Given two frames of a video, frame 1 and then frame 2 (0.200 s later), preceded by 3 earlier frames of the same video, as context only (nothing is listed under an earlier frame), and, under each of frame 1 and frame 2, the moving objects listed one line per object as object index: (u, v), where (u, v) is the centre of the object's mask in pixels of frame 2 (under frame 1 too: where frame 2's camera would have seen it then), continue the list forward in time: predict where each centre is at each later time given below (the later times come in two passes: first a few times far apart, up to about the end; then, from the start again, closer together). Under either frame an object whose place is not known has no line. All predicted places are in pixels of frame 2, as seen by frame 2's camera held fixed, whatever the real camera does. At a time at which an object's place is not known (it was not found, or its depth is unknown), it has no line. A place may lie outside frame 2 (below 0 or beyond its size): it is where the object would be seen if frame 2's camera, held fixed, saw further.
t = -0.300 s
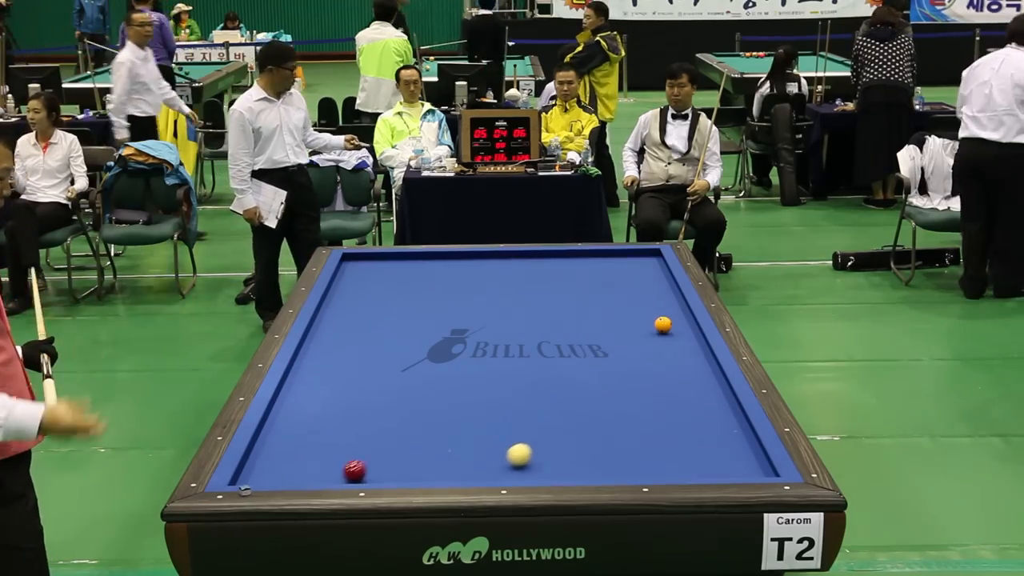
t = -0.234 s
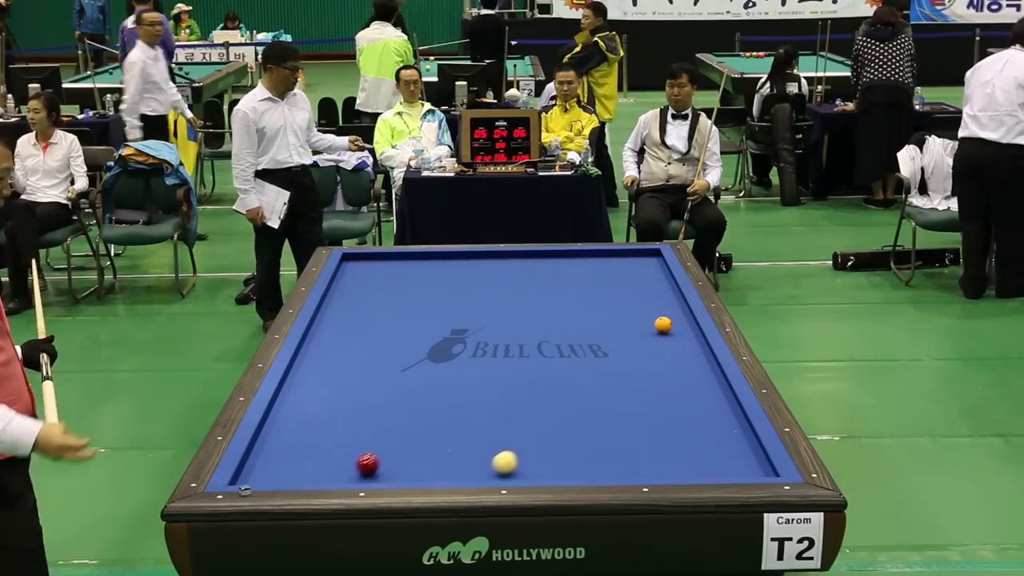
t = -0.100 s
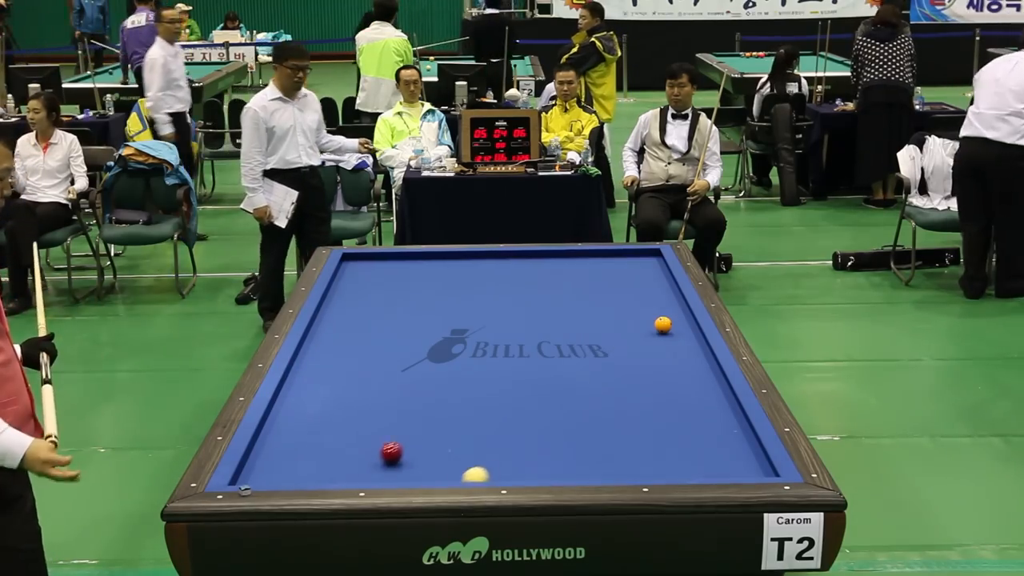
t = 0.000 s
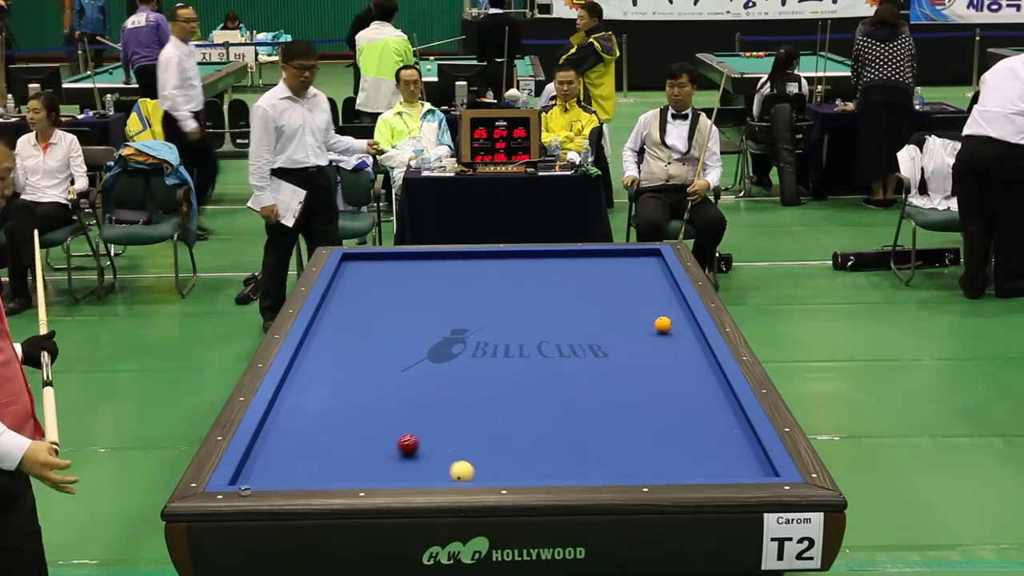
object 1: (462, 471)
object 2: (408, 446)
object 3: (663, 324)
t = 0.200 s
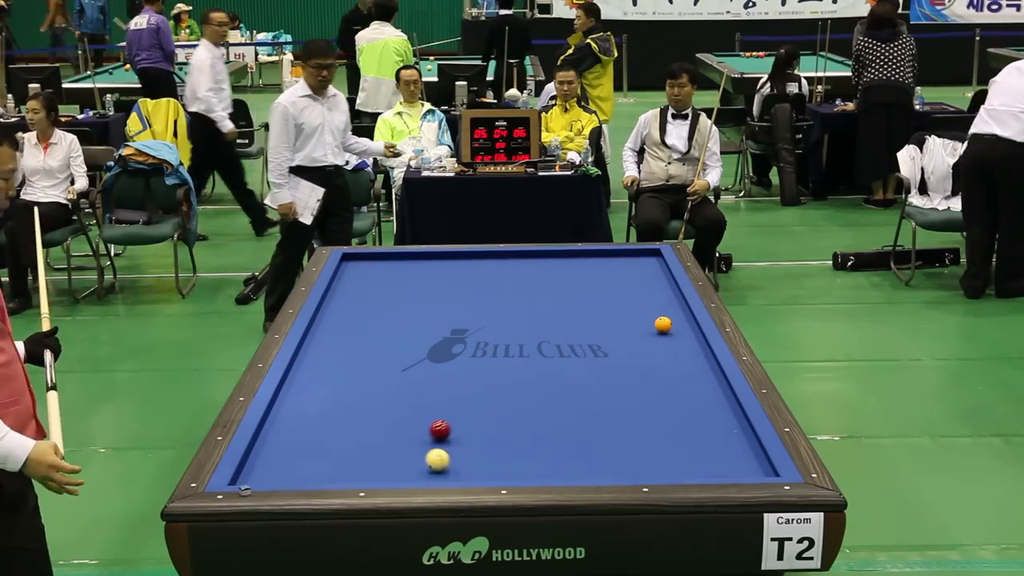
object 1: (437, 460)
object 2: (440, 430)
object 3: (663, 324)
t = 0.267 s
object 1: (429, 456)
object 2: (450, 426)
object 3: (663, 324)
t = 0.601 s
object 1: (391, 439)
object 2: (497, 404)
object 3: (663, 324)
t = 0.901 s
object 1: (360, 426)
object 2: (535, 387)
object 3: (663, 324)
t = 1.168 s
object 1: (334, 414)
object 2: (566, 372)
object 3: (663, 324)
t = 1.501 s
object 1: (305, 401)
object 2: (602, 356)
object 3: (663, 324)
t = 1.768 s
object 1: (285, 391)
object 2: (628, 344)
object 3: (663, 324)
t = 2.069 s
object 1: (304, 383)
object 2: (654, 332)
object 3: (664, 323)
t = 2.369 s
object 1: (321, 375)
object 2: (669, 328)
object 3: (673, 315)
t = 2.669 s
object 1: (337, 368)
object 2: (681, 326)
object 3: (682, 310)
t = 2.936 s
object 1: (350, 362)
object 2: (690, 325)
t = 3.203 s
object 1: (362, 356)
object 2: (684, 323)
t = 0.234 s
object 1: (433, 458)
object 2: (445, 428)
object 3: (663, 324)
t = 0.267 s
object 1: (429, 456)
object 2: (450, 426)
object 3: (663, 324)
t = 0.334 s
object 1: (421, 453)
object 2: (460, 422)
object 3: (663, 324)
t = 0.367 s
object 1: (417, 451)
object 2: (465, 420)
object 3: (663, 324)
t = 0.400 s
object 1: (413, 449)
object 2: (469, 417)
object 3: (663, 324)
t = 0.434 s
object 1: (410, 448)
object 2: (474, 415)
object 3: (663, 324)
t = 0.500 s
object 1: (402, 444)
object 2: (484, 410)
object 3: (663, 324)
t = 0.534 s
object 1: (398, 442)
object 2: (488, 409)
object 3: (663, 324)
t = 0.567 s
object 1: (395, 441)
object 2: (493, 407)
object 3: (663, 324)
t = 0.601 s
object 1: (391, 439)
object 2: (497, 404)
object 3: (663, 324)
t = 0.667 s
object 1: (384, 436)
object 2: (506, 400)
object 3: (663, 324)
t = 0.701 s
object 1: (380, 435)
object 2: (510, 398)
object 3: (663, 324)
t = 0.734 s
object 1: (377, 433)
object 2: (515, 396)
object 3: (663, 324)
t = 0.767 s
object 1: (373, 431)
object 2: (519, 394)
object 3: (663, 324)
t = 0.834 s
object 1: (367, 428)
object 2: (527, 390)
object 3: (663, 324)
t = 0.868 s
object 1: (363, 427)
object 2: (531, 388)
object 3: (663, 324)
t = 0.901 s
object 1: (360, 426)
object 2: (535, 387)
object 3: (663, 324)
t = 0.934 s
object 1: (356, 424)
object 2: (539, 385)
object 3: (663, 324)
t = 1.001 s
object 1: (350, 421)
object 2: (547, 381)
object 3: (663, 324)
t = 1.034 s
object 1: (347, 420)
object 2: (551, 379)
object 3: (663, 324)
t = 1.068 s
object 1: (344, 418)
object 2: (555, 377)
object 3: (663, 324)
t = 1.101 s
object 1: (340, 417)
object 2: (559, 376)
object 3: (663, 324)
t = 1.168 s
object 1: (334, 414)
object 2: (566, 372)
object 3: (663, 324)
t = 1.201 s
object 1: (331, 413)
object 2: (570, 370)
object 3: (663, 324)
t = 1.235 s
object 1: (328, 411)
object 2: (574, 369)
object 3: (663, 324)
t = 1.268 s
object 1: (325, 410)
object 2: (578, 367)
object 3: (663, 324)
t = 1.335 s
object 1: (319, 407)
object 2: (585, 363)
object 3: (663, 324)
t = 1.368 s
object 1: (316, 406)
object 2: (588, 362)
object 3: (663, 324)
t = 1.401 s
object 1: (313, 405)
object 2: (591, 361)
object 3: (663, 324)
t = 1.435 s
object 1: (310, 404)
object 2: (595, 359)
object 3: (663, 324)
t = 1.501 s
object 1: (305, 401)
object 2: (602, 356)
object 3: (663, 324)
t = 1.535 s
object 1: (302, 400)
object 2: (605, 354)
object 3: (663, 324)
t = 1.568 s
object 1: (299, 398)
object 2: (608, 352)
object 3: (663, 324)
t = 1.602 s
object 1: (296, 397)
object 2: (611, 351)
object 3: (663, 324)
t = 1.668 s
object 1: (291, 395)
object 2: (618, 348)
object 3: (663, 324)
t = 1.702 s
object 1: (288, 394)
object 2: (621, 346)
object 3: (663, 324)
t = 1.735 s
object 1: (286, 392)
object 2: (624, 345)
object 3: (663, 324)
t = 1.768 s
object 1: (285, 391)
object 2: (628, 344)
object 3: (663, 324)
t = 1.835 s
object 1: (290, 389)
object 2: (634, 341)
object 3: (663, 324)
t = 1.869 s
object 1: (292, 388)
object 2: (637, 339)
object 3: (663, 324)
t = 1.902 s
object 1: (294, 388)
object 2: (640, 338)
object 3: (663, 324)
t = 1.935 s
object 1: (296, 387)
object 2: (643, 337)
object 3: (663, 324)
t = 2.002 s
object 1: (300, 385)
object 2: (648, 334)
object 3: (663, 324)
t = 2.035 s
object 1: (302, 384)
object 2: (651, 333)
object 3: (663, 324)
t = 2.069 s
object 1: (304, 383)
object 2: (654, 332)
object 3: (664, 323)
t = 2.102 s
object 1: (306, 382)
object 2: (657, 330)
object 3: (665, 322)
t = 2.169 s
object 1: (310, 380)
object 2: (660, 329)
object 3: (667, 320)
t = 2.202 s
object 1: (312, 379)
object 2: (662, 329)
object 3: (668, 319)
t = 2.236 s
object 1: (314, 378)
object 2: (663, 329)
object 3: (670, 318)
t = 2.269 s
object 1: (316, 378)
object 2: (665, 329)
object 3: (670, 317)
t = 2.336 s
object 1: (319, 376)
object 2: (668, 328)
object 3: (672, 316)
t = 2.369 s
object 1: (321, 375)
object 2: (669, 328)
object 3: (673, 315)
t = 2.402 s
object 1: (323, 374)
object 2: (670, 328)
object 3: (674, 314)
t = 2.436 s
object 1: (325, 373)
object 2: (672, 328)
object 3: (675, 314)
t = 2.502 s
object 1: (328, 372)
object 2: (674, 327)
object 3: (677, 313)
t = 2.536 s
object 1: (330, 371)
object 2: (676, 327)
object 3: (679, 312)
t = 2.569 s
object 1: (332, 370)
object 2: (677, 327)
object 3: (679, 311)
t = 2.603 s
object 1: (334, 369)
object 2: (678, 326)
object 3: (680, 311)
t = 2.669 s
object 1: (337, 368)
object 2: (681, 326)
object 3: (682, 310)
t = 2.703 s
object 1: (339, 367)
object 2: (682, 325)
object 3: (683, 309)
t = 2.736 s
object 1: (340, 366)
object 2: (683, 325)
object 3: (682, 308)
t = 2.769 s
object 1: (342, 365)
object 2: (684, 325)
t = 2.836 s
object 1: (346, 364)
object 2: (687, 325)
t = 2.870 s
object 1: (347, 363)
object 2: (688, 325)
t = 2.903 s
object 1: (349, 362)
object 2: (689, 325)
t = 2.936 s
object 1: (350, 362)
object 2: (690, 325)
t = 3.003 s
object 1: (354, 360)
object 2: (689, 324)
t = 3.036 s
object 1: (355, 360)
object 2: (688, 324)
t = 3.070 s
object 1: (357, 359)
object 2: (687, 324)
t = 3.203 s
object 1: (362, 356)
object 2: (684, 323)
